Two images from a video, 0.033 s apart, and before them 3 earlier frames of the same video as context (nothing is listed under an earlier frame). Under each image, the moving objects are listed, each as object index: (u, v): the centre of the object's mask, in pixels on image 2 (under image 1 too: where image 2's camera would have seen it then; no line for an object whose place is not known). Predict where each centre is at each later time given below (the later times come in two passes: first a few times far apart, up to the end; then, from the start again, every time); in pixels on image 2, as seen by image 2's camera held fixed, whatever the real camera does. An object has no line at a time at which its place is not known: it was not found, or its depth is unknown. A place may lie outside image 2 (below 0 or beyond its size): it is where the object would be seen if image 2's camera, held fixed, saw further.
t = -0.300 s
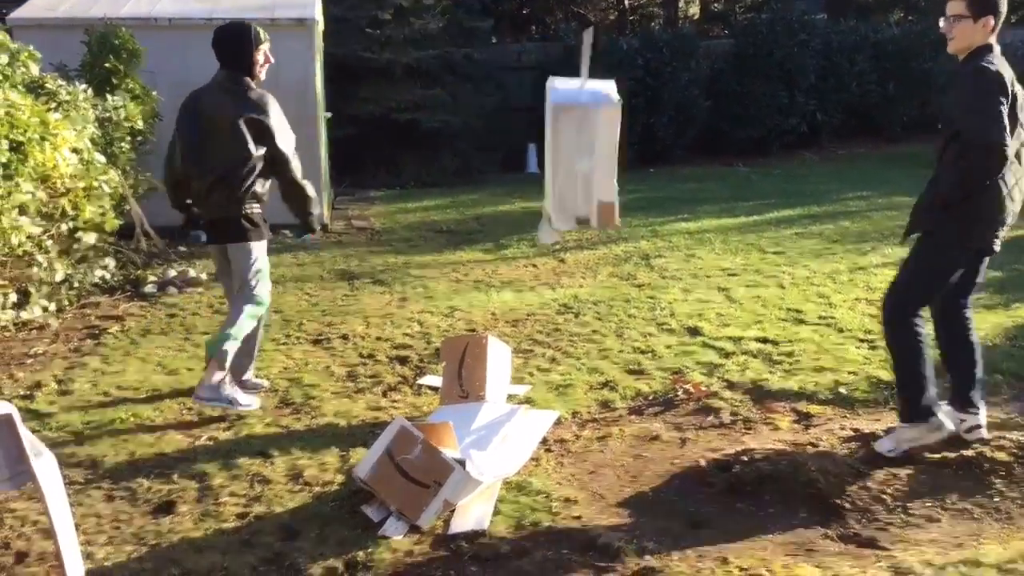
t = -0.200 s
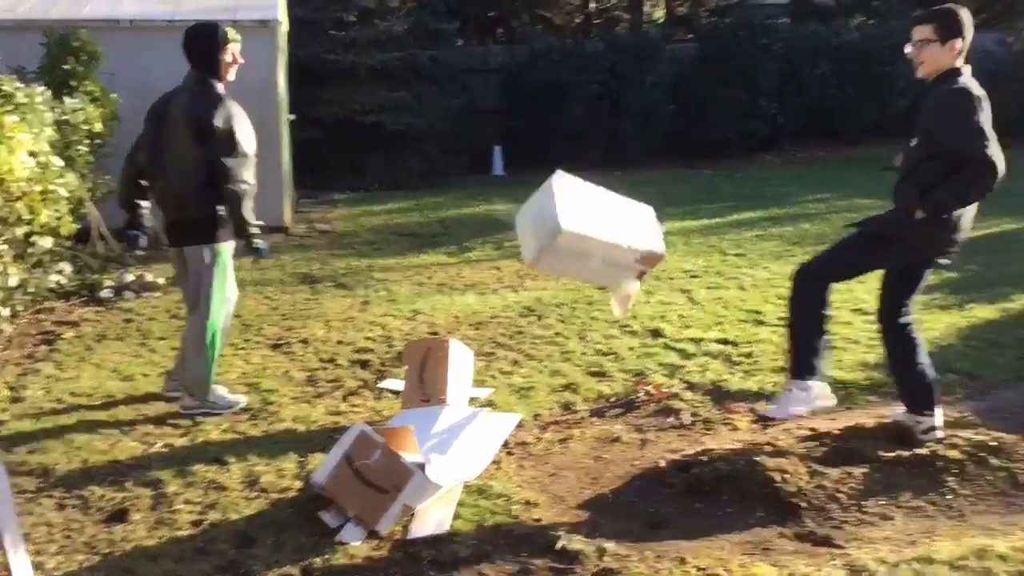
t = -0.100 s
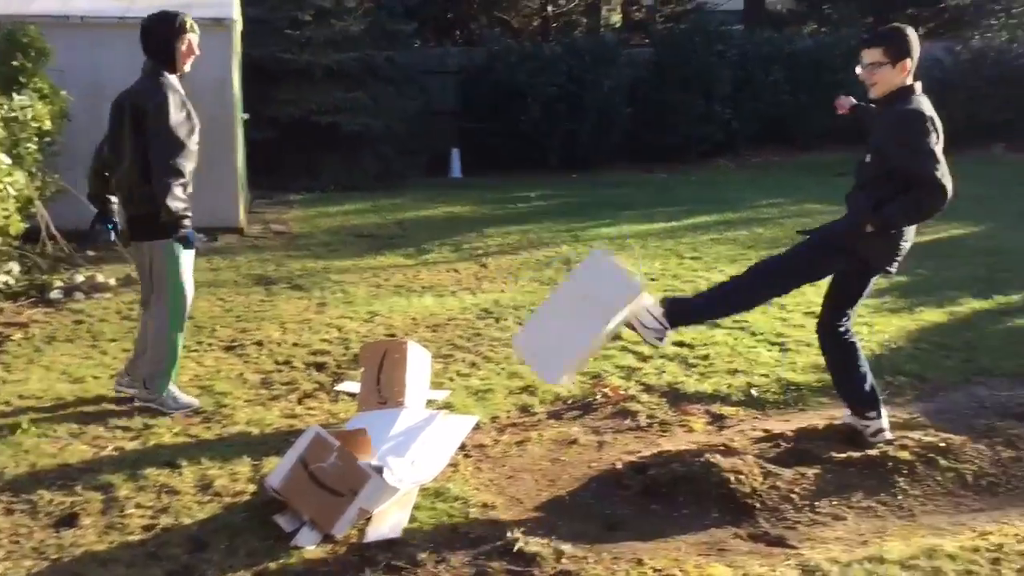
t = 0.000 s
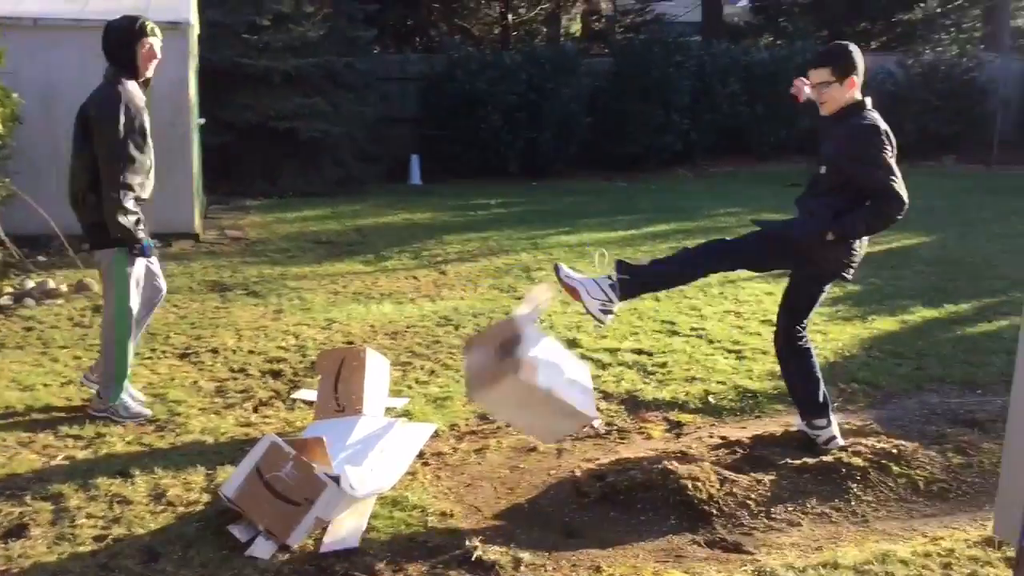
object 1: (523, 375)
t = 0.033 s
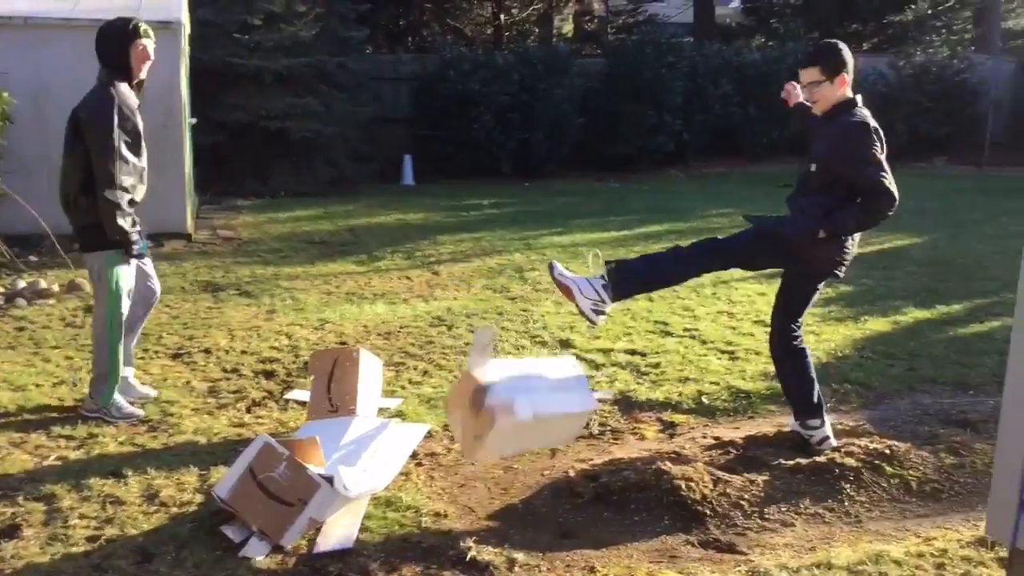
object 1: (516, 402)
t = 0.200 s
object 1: (487, 441)
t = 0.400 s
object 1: (444, 455)
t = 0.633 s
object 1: (413, 489)
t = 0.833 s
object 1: (420, 518)
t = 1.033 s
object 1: (439, 514)
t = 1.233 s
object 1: (443, 517)
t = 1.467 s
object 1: (443, 528)
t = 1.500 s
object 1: (444, 528)
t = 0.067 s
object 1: (514, 433)
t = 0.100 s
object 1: (512, 453)
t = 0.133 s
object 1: (502, 449)
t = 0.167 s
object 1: (495, 444)
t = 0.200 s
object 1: (487, 441)
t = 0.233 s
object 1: (480, 440)
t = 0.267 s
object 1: (472, 442)
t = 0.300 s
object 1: (464, 448)
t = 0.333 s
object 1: (457, 454)
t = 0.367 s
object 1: (450, 454)
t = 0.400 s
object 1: (444, 455)
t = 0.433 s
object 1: (438, 459)
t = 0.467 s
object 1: (431, 464)
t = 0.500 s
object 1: (424, 472)
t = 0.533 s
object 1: (416, 479)
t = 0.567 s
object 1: (411, 485)
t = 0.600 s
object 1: (411, 486)
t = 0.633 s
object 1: (413, 489)
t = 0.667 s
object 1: (414, 493)
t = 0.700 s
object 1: (415, 500)
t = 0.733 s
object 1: (417, 505)
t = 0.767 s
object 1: (415, 519)
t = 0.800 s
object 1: (420, 520)
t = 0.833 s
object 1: (420, 518)
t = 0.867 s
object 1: (423, 518)
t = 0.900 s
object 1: (425, 516)
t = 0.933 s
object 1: (428, 515)
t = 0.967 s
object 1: (431, 514)
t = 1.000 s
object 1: (434, 514)
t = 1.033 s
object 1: (439, 514)
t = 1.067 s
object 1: (439, 514)
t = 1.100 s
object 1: (438, 514)
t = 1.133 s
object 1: (440, 513)
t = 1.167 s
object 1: (444, 513)
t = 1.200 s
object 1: (444, 515)
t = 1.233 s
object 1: (443, 517)
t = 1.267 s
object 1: (427, 522)
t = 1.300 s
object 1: (439, 524)
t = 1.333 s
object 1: (439, 525)
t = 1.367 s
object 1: (429, 527)
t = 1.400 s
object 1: (442, 527)
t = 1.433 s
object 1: (442, 527)
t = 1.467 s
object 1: (443, 528)
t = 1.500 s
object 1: (444, 528)
